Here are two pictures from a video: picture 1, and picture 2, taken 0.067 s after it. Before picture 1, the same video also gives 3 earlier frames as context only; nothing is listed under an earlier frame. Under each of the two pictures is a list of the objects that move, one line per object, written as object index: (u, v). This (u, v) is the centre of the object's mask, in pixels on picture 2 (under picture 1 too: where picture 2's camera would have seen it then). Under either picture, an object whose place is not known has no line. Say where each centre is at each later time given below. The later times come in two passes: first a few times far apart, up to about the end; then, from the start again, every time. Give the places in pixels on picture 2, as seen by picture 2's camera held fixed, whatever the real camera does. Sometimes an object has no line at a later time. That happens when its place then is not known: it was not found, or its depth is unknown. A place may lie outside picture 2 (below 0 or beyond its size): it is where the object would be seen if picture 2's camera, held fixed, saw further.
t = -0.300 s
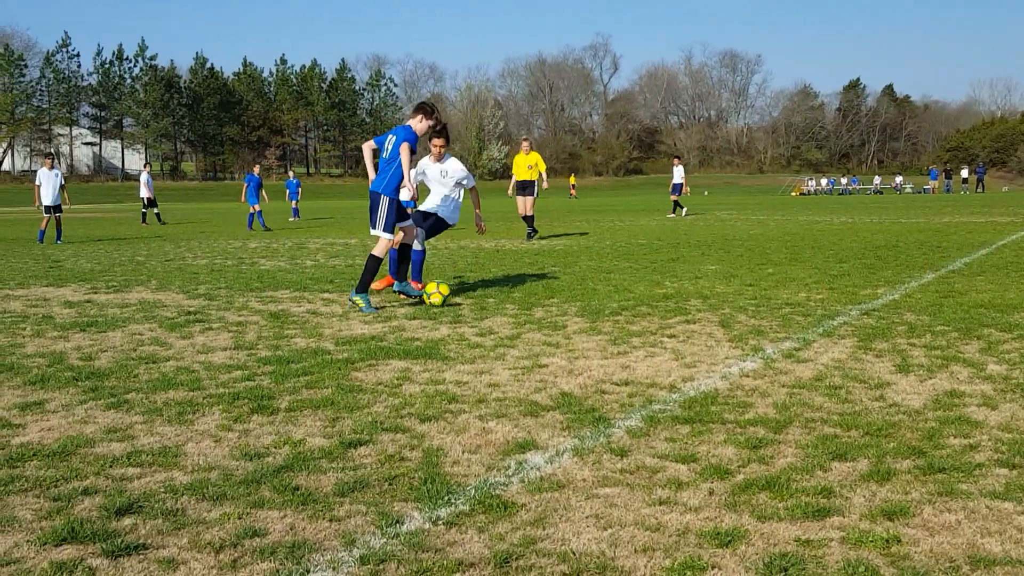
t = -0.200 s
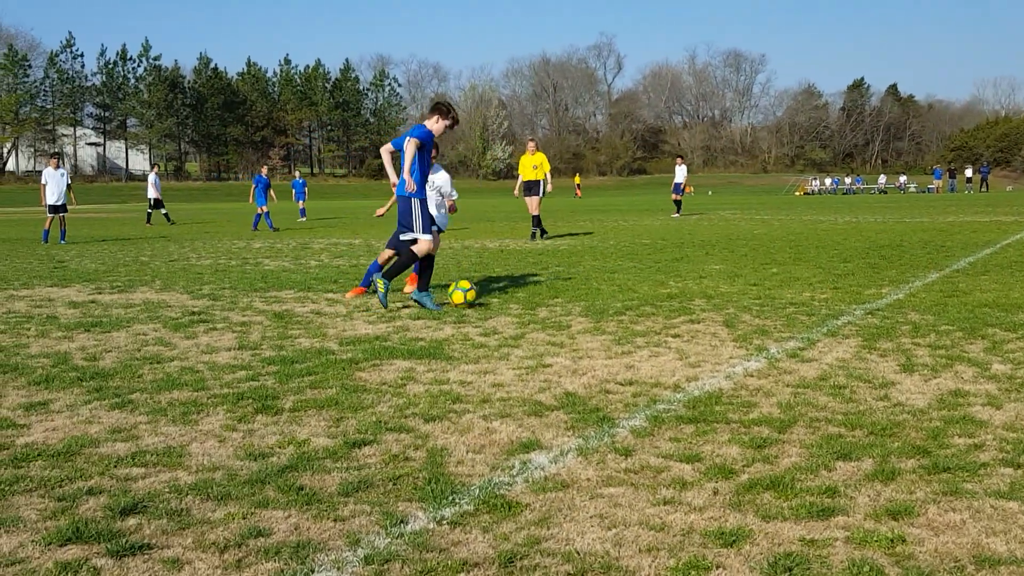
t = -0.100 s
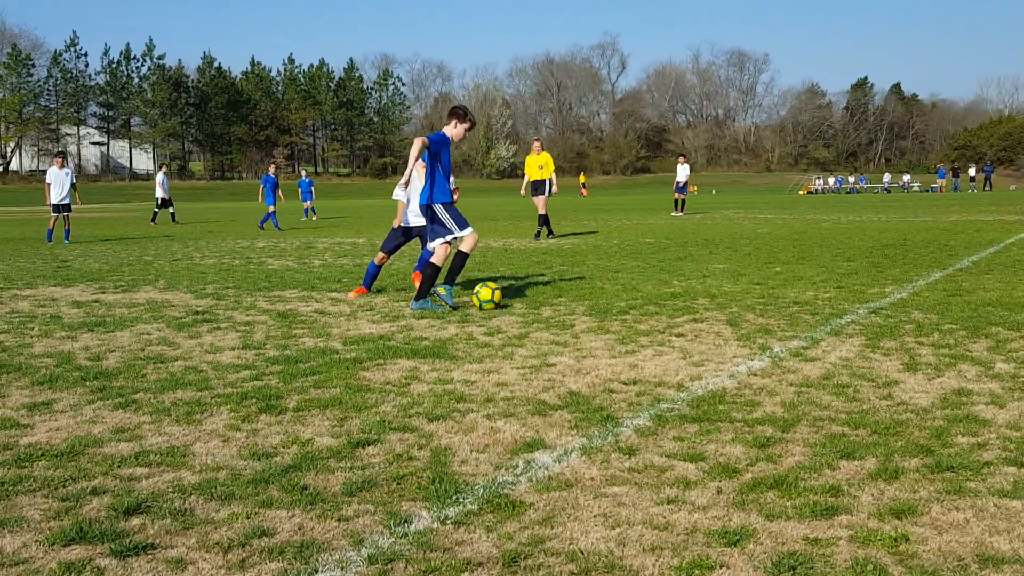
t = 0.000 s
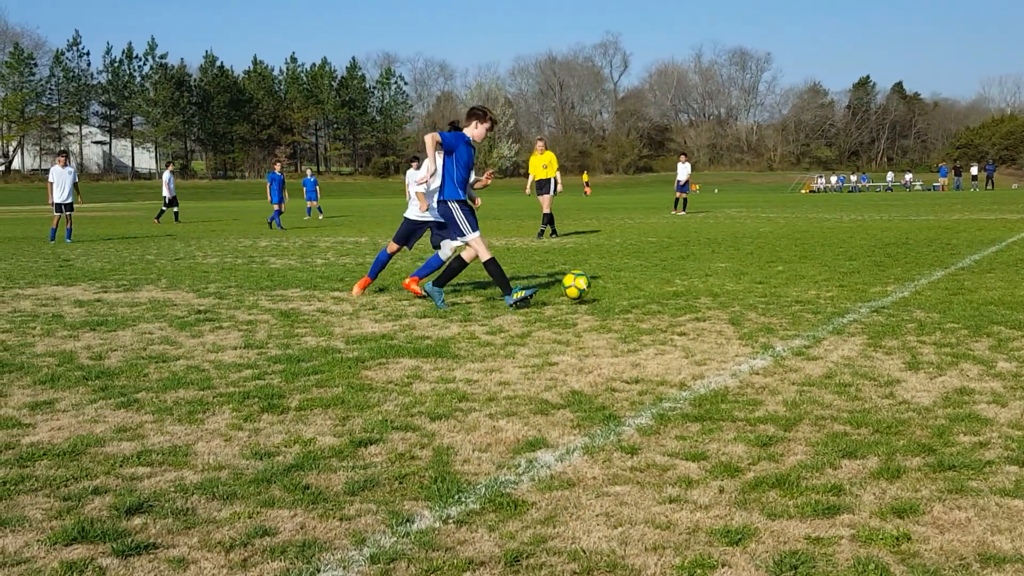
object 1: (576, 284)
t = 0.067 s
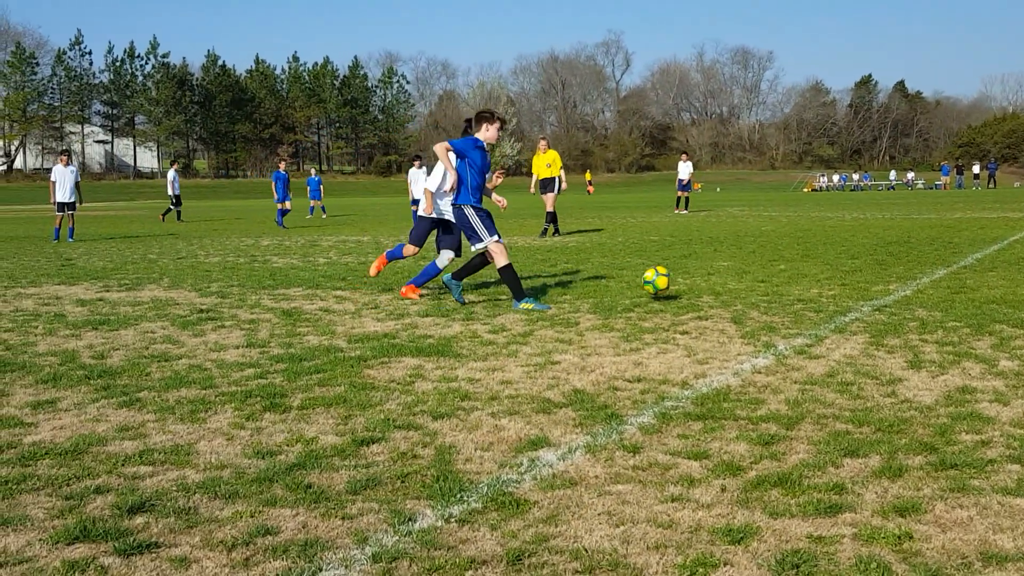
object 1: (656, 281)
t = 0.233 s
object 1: (843, 283)
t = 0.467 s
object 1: (1035, 279)
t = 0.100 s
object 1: (696, 281)
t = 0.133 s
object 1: (736, 284)
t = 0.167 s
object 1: (776, 288)
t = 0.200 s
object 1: (812, 287)
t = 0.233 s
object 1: (843, 283)
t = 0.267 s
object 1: (874, 280)
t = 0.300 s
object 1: (904, 279)
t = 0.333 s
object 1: (931, 279)
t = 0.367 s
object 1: (959, 281)
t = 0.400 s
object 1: (988, 283)
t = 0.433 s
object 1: (1012, 282)
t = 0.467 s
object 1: (1035, 279)
